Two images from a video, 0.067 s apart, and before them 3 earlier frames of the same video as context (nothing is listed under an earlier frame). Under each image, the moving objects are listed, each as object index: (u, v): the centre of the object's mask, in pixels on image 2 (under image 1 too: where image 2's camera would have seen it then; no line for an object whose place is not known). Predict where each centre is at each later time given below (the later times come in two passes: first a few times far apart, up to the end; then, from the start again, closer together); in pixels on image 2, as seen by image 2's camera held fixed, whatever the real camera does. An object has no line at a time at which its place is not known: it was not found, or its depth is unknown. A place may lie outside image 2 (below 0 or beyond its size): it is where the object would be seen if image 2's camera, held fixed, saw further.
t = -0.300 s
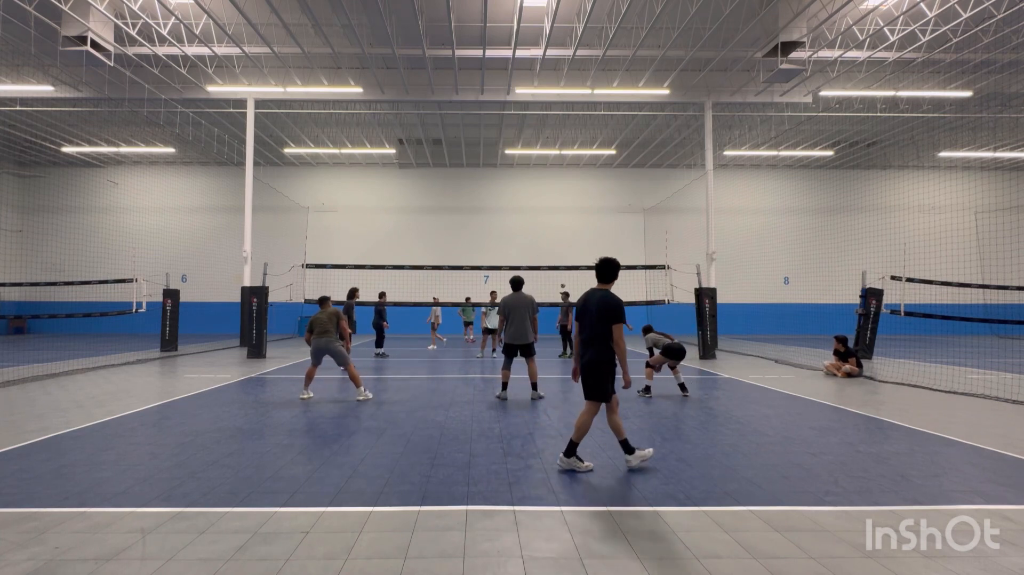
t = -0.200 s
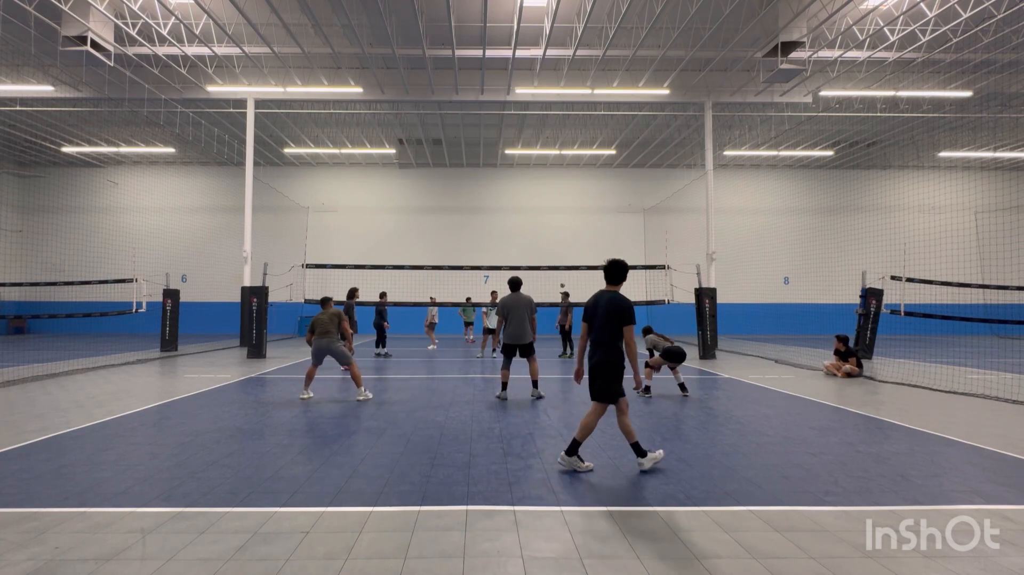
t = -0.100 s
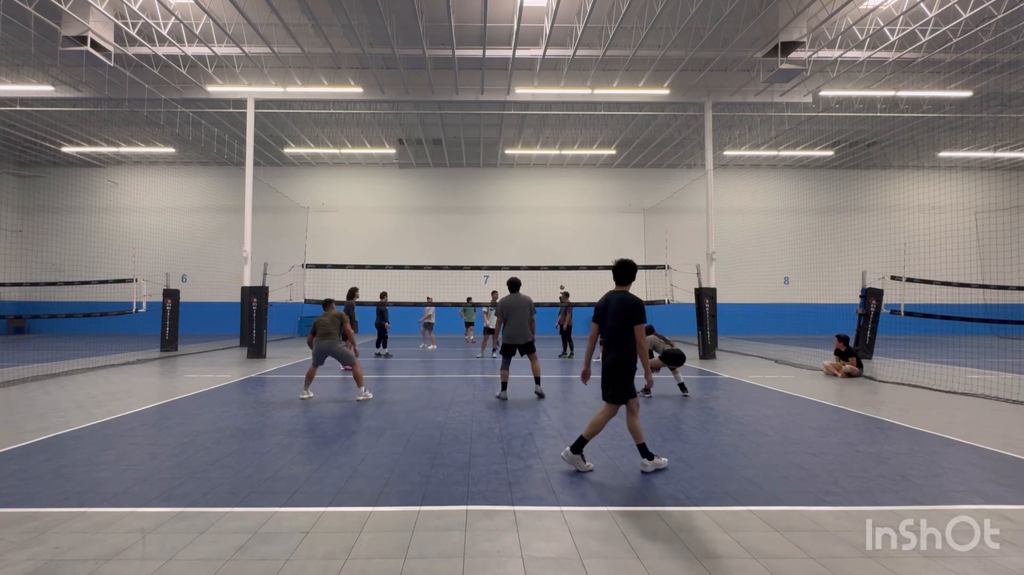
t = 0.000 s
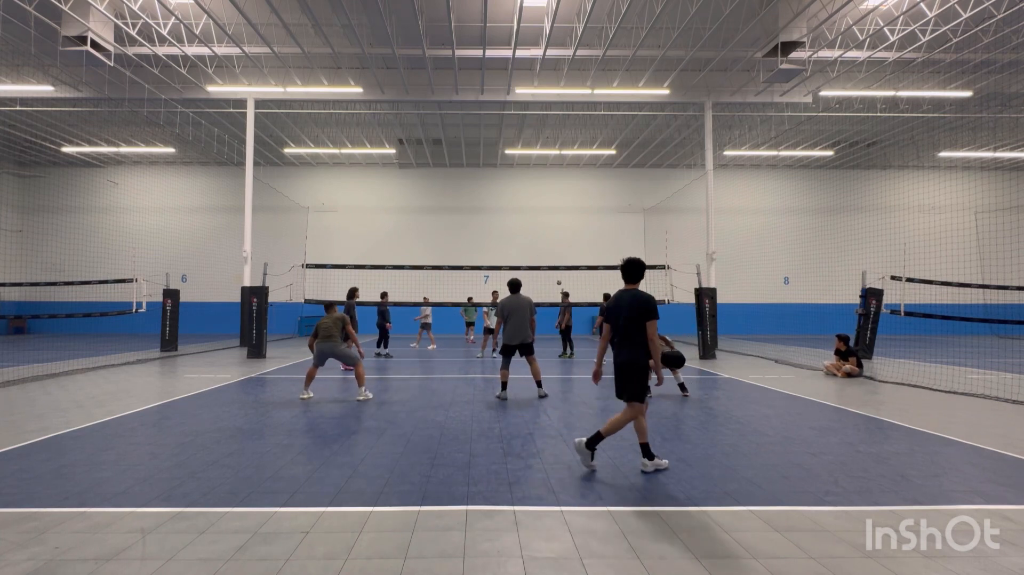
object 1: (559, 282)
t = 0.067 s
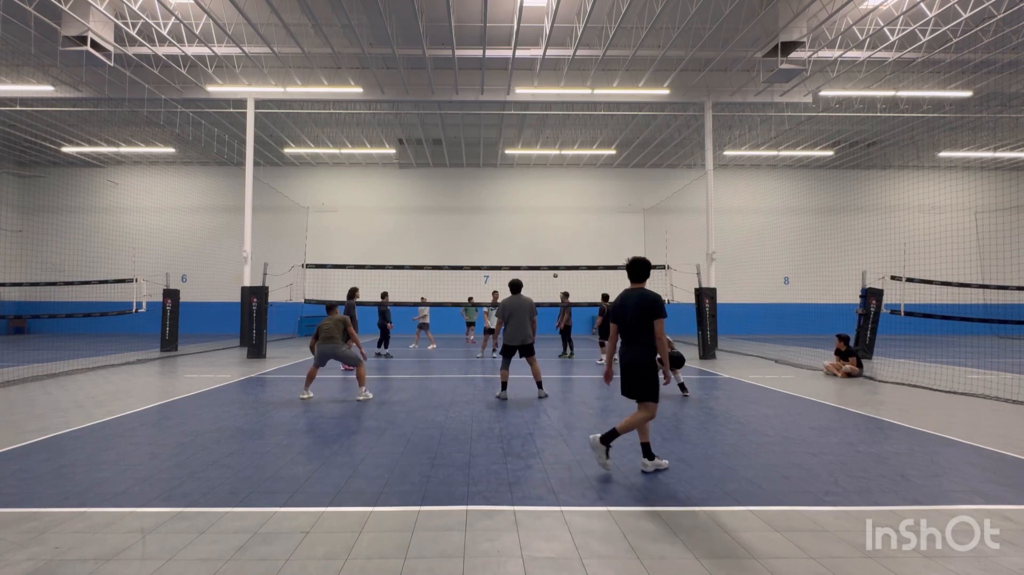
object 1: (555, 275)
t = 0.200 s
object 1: (547, 262)
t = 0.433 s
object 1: (533, 244)
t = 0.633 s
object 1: (519, 242)
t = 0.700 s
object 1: (514, 245)
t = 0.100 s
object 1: (553, 272)
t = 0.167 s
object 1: (549, 264)
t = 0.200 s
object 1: (547, 262)
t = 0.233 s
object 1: (546, 258)
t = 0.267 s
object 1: (544, 256)
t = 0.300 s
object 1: (541, 253)
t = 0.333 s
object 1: (539, 250)
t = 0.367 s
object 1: (537, 248)
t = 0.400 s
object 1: (535, 246)
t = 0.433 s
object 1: (533, 244)
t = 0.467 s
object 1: (531, 243)
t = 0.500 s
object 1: (529, 242)
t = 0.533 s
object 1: (526, 241)
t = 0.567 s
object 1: (524, 241)
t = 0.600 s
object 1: (522, 242)
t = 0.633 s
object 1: (519, 242)
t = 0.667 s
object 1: (517, 243)
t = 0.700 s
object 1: (514, 245)
